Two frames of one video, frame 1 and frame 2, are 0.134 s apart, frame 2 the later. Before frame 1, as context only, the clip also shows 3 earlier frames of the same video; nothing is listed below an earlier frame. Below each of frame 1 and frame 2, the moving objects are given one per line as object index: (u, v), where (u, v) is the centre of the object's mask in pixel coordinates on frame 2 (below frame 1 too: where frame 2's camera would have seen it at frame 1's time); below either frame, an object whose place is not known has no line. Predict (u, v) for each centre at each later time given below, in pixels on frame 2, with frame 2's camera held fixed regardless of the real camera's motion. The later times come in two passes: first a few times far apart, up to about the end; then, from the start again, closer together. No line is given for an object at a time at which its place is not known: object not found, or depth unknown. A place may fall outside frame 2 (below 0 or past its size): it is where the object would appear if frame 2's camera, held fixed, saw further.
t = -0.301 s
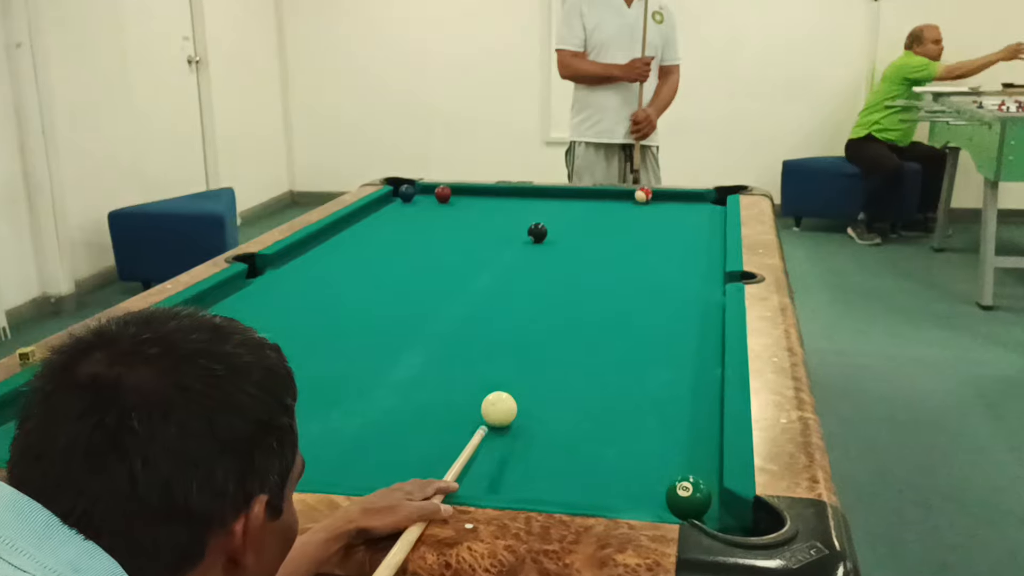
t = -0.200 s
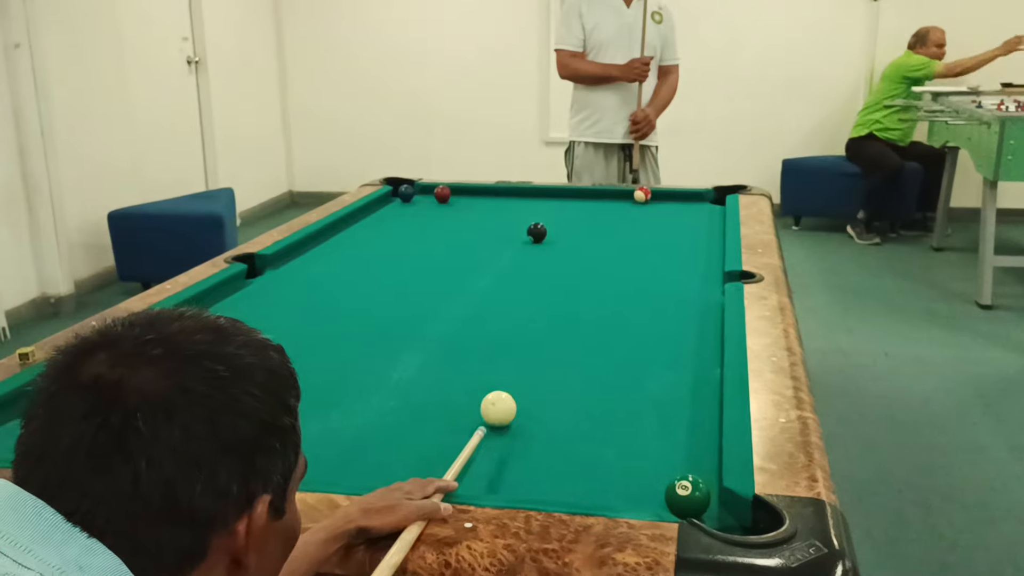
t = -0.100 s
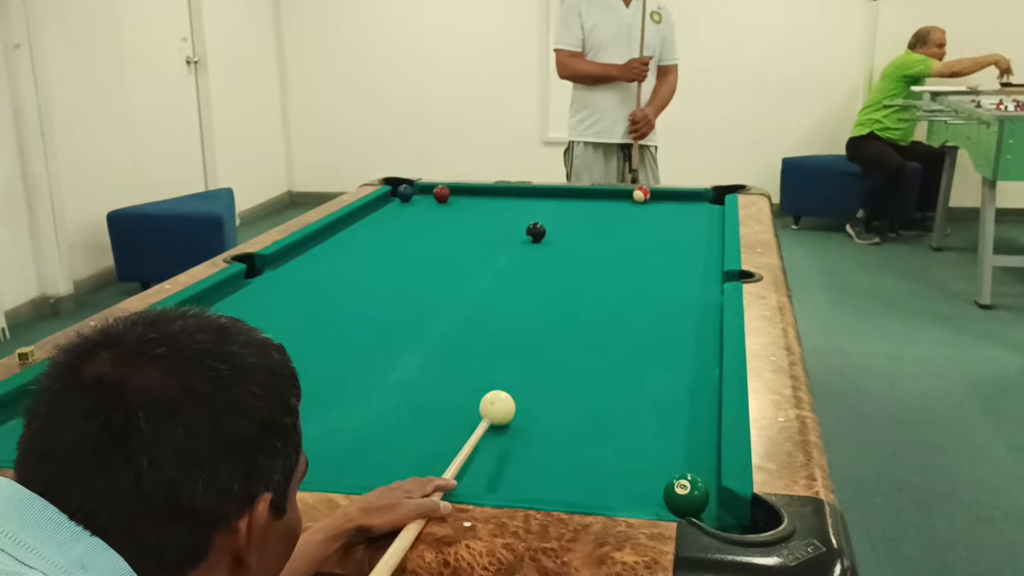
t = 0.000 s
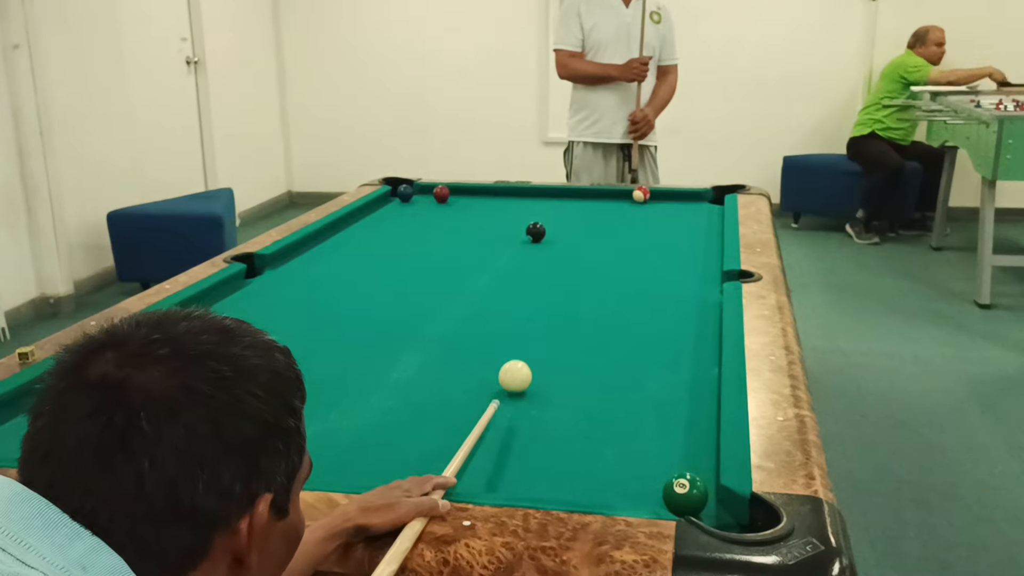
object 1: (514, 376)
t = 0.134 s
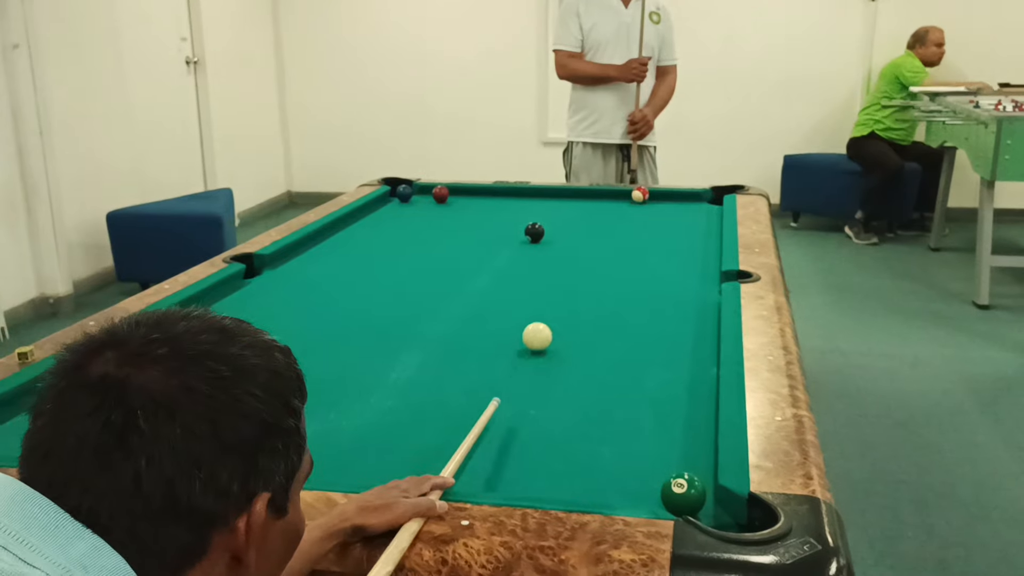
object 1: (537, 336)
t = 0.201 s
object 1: (546, 321)
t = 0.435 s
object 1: (571, 279)
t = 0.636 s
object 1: (588, 251)
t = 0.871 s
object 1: (604, 225)
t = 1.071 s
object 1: (615, 207)
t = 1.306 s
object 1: (618, 195)
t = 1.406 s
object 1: (612, 196)
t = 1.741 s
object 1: (588, 211)
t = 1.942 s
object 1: (574, 219)
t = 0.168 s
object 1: (542, 329)
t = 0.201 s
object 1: (546, 321)
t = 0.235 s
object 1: (550, 314)
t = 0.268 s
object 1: (554, 308)
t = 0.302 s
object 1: (558, 302)
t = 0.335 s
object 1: (562, 296)
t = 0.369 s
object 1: (565, 290)
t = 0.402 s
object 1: (568, 284)
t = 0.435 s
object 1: (571, 279)
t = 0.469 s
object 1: (574, 274)
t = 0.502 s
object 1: (578, 269)
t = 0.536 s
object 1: (580, 264)
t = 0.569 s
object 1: (583, 259)
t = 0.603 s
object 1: (586, 255)
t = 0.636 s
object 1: (588, 251)
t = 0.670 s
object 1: (591, 247)
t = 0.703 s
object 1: (593, 243)
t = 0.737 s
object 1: (596, 239)
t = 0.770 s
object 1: (598, 235)
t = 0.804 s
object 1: (600, 231)
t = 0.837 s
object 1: (602, 228)
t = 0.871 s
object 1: (604, 225)
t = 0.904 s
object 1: (606, 222)
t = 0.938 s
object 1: (608, 218)
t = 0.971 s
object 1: (610, 215)
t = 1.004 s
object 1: (611, 213)
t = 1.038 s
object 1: (613, 210)
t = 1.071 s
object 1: (615, 207)
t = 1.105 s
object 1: (616, 204)
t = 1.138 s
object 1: (618, 202)
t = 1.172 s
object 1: (620, 199)
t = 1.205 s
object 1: (621, 197)
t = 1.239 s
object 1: (622, 195)
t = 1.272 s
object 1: (620, 194)
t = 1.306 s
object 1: (618, 195)
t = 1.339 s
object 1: (616, 196)
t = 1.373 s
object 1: (614, 198)
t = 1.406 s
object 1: (612, 196)
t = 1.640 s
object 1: (596, 207)
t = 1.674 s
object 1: (593, 209)
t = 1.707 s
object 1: (591, 210)
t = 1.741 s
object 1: (588, 211)
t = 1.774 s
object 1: (586, 213)
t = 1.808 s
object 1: (583, 214)
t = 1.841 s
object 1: (581, 215)
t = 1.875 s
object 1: (578, 216)
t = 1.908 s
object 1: (576, 218)
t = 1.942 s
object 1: (574, 219)
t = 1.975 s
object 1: (571, 220)
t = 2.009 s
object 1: (569, 222)
